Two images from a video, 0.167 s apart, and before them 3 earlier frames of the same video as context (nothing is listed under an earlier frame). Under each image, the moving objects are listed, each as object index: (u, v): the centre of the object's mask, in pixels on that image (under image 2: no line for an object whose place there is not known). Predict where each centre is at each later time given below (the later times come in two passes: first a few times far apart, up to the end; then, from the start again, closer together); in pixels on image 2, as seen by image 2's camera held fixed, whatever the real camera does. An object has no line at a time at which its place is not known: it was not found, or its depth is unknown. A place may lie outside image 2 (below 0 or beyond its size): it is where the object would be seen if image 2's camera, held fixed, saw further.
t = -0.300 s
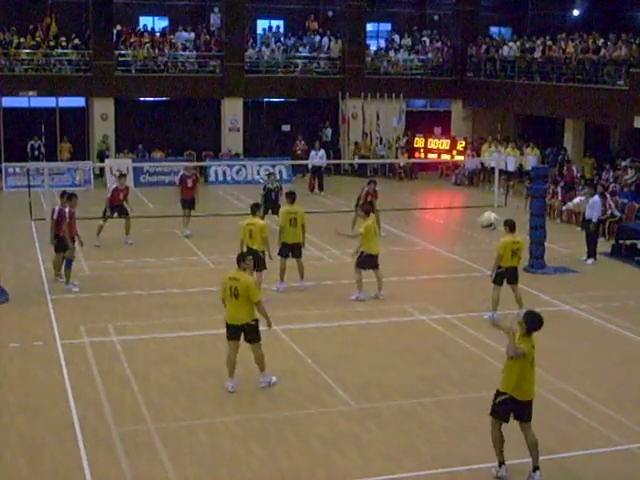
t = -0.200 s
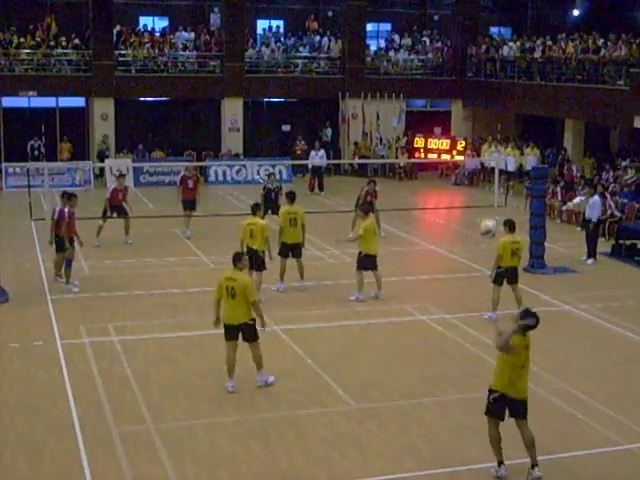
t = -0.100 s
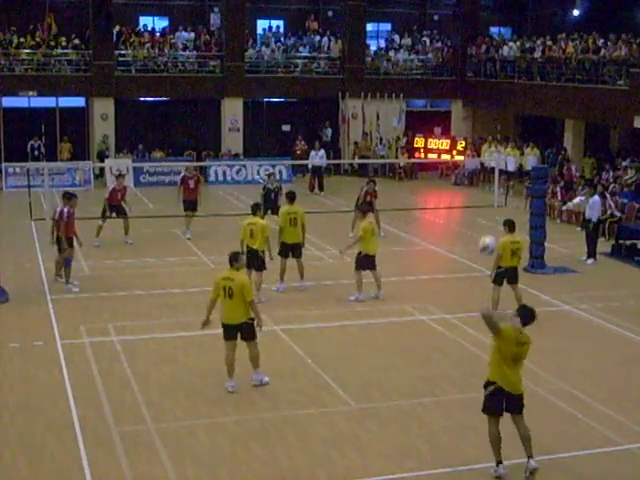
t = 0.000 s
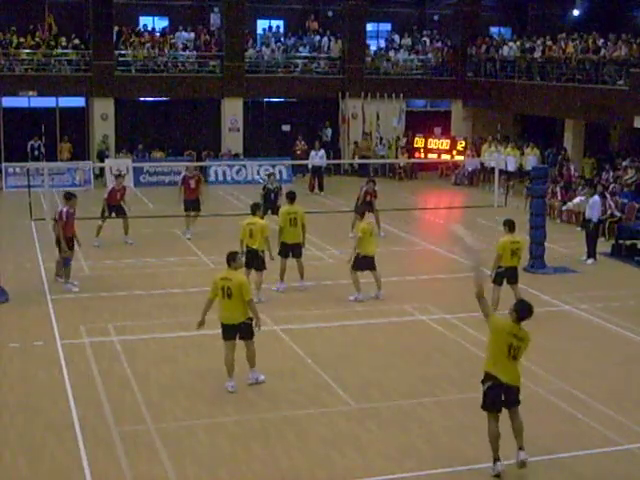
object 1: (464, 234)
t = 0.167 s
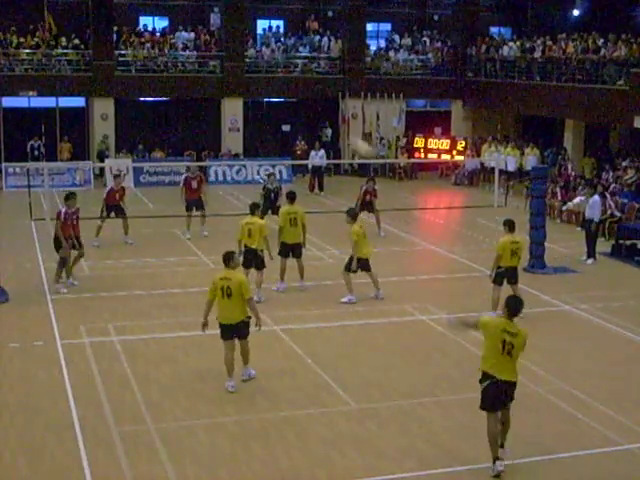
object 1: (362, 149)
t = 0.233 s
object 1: (326, 124)
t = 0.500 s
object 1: (223, 85)
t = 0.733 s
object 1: (162, 93)
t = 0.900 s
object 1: (126, 115)
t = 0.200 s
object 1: (341, 134)
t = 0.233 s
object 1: (326, 124)
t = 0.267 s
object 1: (312, 116)
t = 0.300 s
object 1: (297, 109)
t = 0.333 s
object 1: (284, 102)
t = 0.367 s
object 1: (270, 97)
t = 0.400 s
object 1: (257, 92)
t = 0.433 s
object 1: (245, 89)
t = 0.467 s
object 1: (234, 88)
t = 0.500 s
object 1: (223, 85)
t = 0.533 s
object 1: (213, 85)
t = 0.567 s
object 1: (204, 84)
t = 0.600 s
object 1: (194, 85)
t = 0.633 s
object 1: (185, 86)
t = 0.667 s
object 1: (177, 88)
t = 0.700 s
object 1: (169, 90)
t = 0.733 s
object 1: (162, 93)
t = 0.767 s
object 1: (154, 96)
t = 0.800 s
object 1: (146, 101)
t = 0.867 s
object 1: (133, 110)
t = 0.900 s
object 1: (126, 115)
